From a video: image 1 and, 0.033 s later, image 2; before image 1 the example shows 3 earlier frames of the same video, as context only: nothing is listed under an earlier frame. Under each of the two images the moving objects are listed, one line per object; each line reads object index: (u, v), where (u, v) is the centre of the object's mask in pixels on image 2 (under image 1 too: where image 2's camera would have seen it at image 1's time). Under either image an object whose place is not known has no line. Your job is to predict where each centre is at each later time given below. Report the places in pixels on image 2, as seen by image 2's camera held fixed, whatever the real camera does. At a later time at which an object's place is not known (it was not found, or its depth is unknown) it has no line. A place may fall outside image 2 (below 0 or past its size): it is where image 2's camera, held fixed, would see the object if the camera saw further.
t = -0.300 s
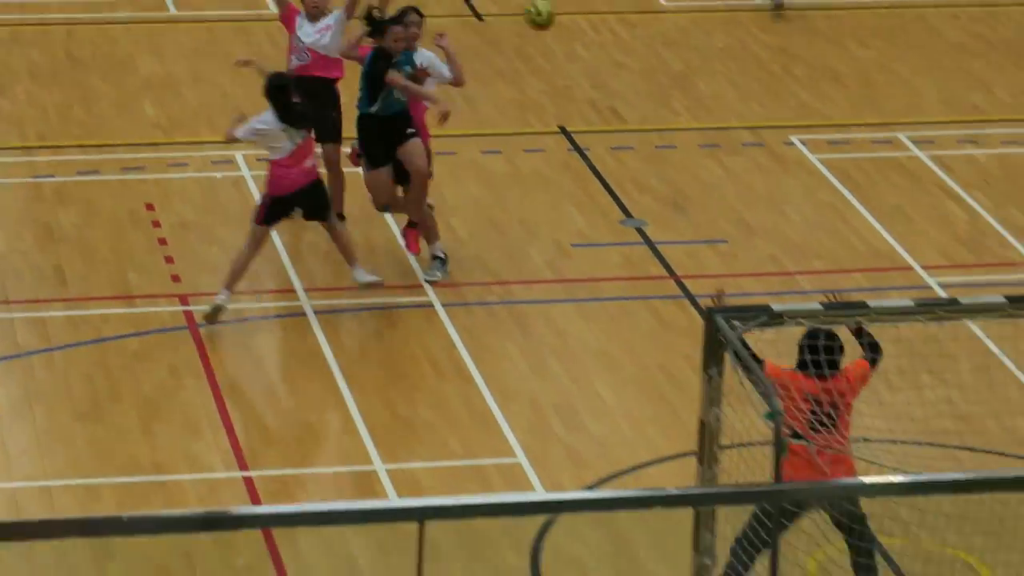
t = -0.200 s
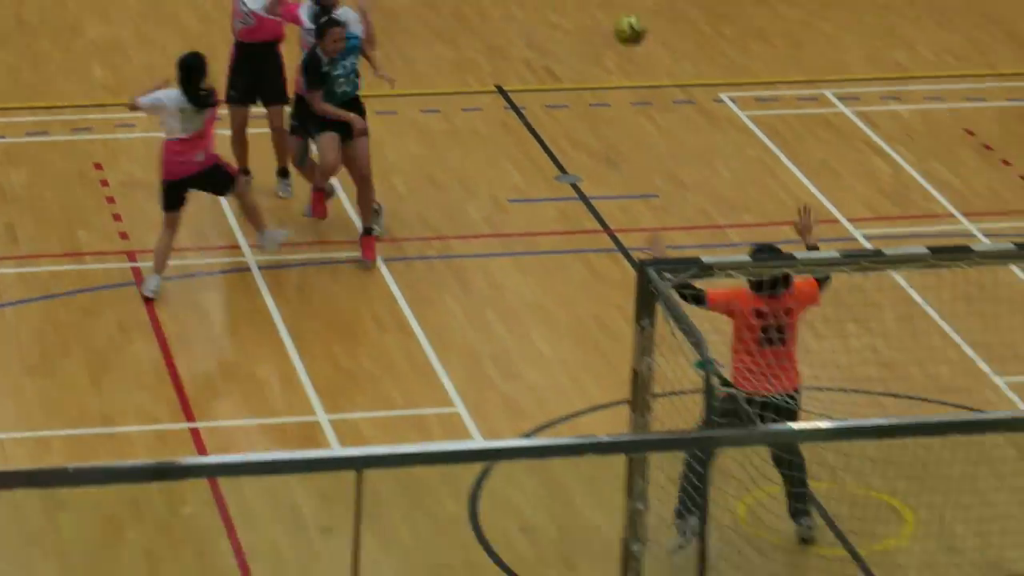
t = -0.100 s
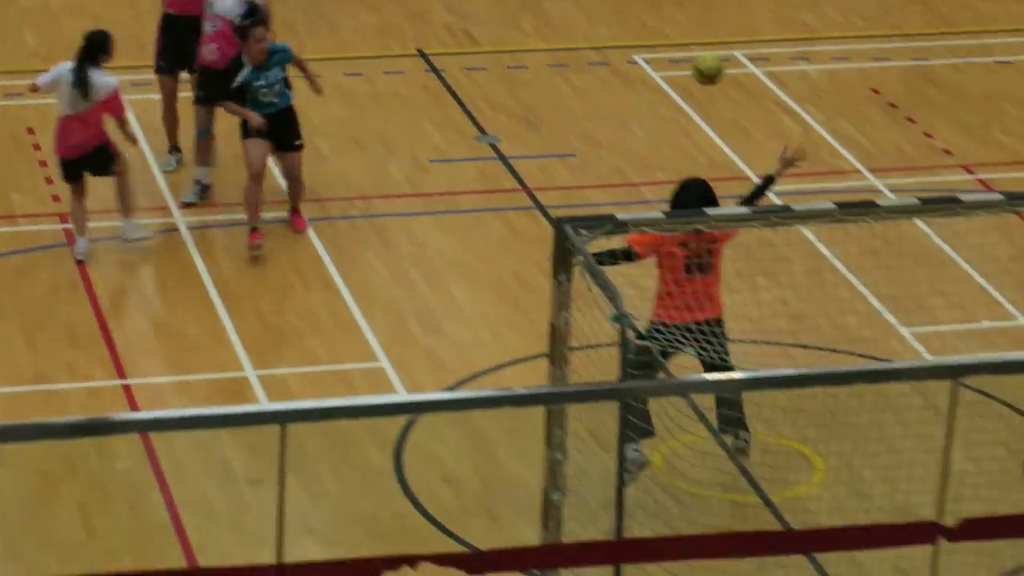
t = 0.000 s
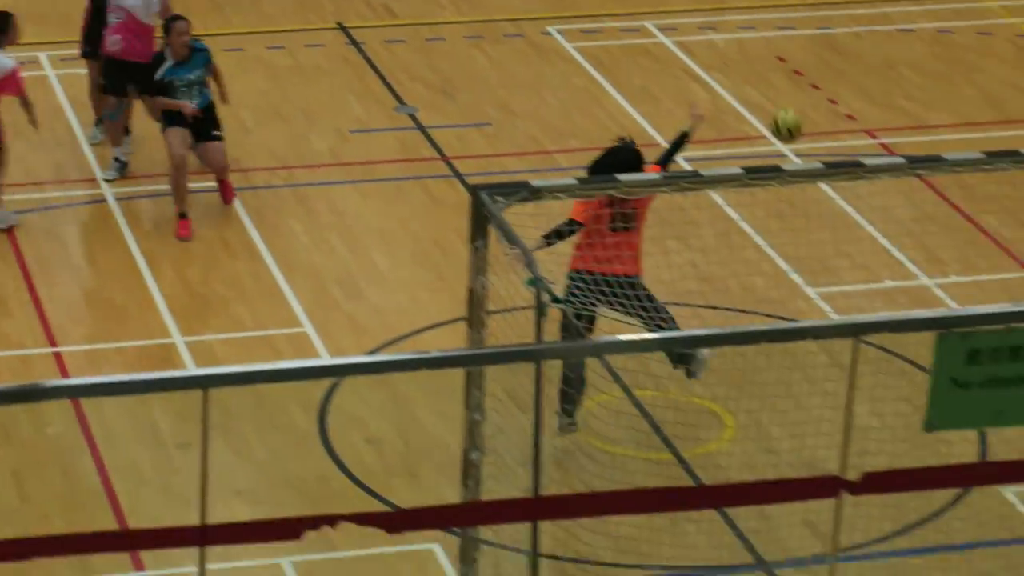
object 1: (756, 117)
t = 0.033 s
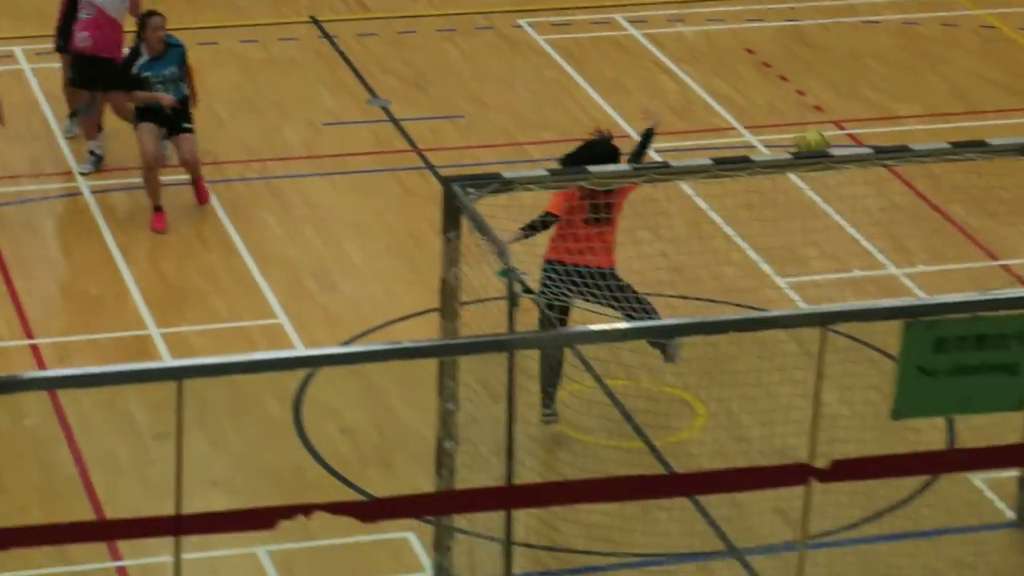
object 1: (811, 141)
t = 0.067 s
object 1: (871, 181)
